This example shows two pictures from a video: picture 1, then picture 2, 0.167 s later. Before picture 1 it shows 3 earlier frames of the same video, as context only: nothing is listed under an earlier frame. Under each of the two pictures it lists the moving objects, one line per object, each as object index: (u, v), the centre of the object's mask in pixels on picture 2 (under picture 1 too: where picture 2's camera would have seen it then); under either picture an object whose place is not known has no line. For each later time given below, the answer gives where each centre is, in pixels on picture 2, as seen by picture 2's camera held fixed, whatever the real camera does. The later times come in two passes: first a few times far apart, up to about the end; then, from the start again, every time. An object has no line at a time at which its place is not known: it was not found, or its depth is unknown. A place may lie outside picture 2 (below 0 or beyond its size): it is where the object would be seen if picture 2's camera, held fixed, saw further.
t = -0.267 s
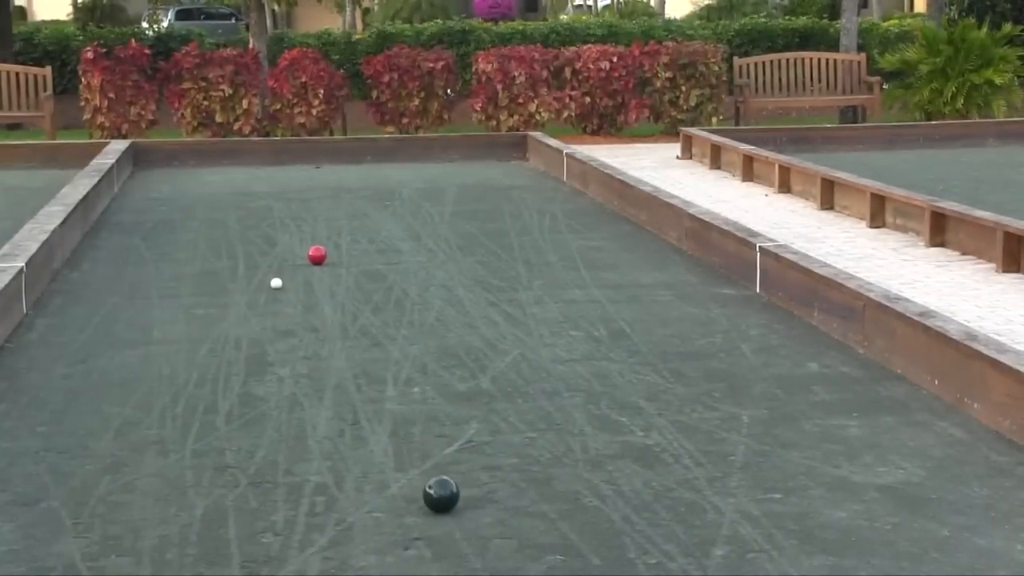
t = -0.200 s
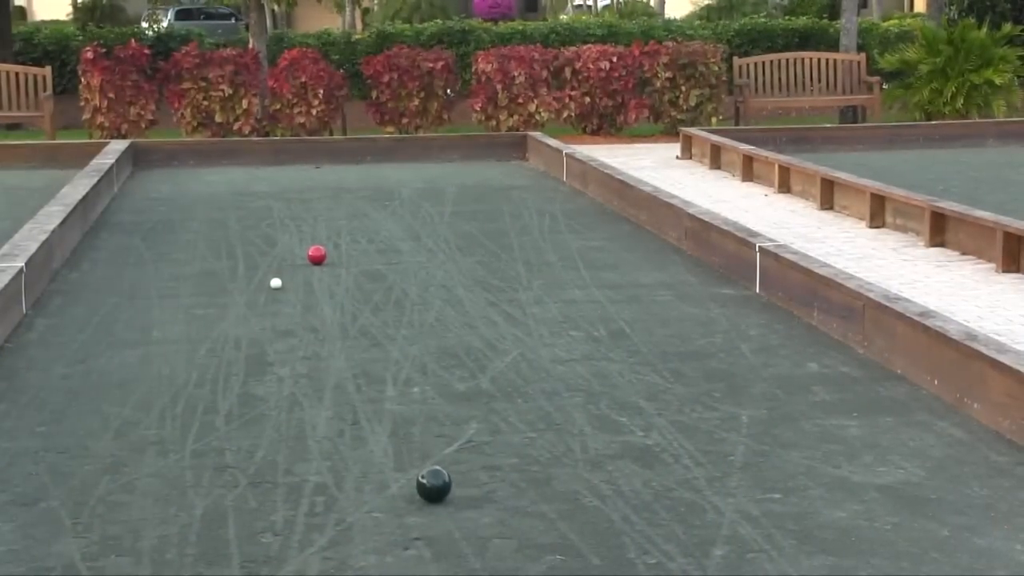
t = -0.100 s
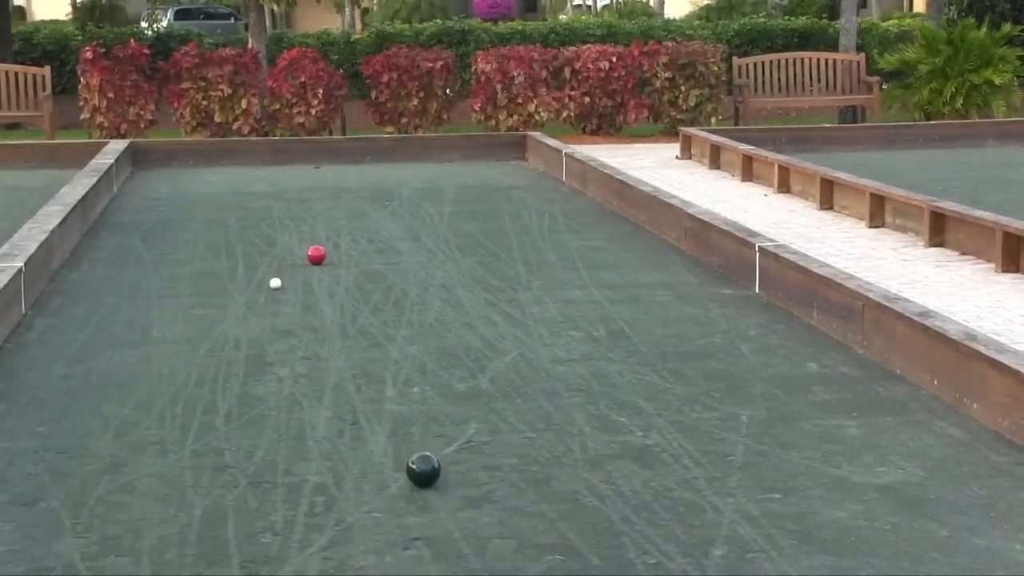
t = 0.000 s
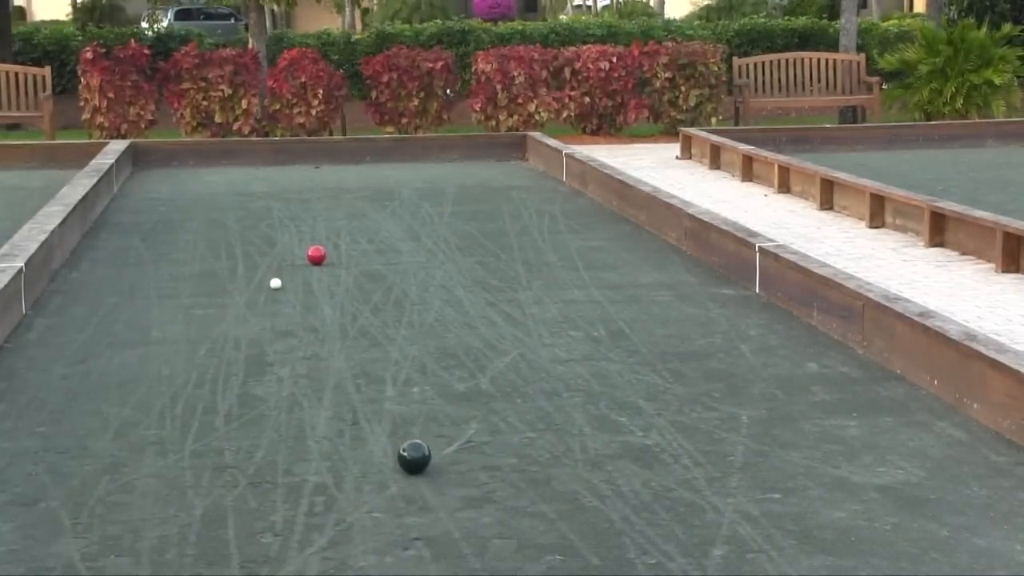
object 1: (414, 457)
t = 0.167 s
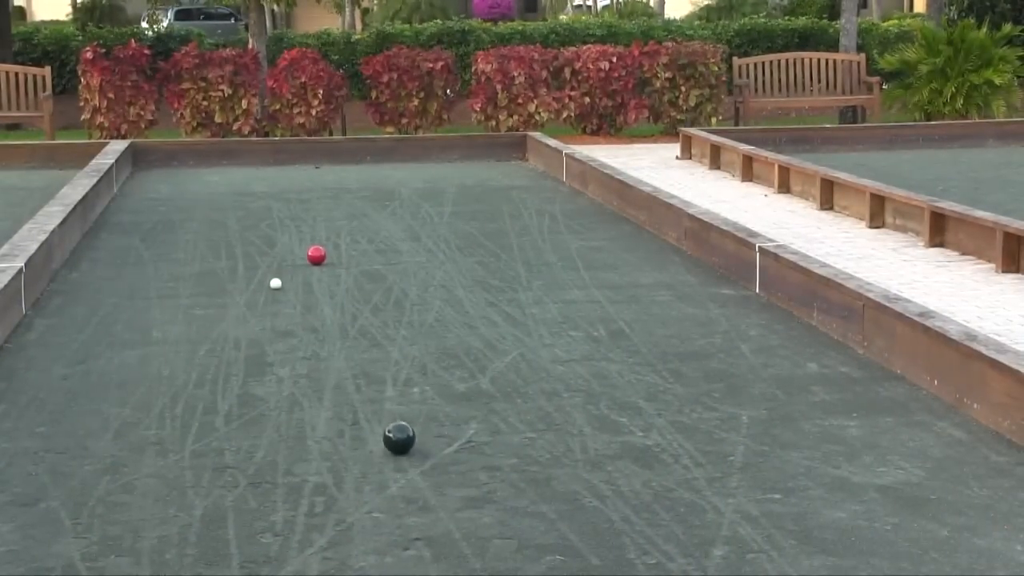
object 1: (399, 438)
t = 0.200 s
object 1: (396, 434)
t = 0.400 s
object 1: (380, 415)
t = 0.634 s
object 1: (363, 395)
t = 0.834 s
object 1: (352, 380)
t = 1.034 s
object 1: (342, 367)
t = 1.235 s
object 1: (335, 356)
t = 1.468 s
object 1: (329, 344)
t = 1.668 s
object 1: (324, 334)
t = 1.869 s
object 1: (320, 326)
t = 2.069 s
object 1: (317, 319)
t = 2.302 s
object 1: (313, 312)
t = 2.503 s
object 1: (311, 306)
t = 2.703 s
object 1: (309, 301)
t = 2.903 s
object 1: (306, 296)
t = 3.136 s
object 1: (303, 291)
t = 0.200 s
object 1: (396, 434)
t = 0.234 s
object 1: (393, 431)
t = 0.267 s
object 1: (391, 428)
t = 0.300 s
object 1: (388, 425)
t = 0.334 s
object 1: (385, 421)
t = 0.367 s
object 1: (382, 418)
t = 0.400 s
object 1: (380, 415)
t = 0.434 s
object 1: (377, 412)
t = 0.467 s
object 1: (375, 409)
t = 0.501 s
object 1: (372, 406)
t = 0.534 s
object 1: (370, 403)
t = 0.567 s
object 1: (368, 400)
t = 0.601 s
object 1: (365, 398)
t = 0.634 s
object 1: (363, 395)
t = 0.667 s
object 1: (361, 392)
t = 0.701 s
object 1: (359, 390)
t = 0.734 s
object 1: (357, 387)
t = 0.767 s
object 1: (355, 385)
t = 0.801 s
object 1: (354, 383)
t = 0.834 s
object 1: (352, 380)
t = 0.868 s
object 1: (350, 378)
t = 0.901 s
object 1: (348, 376)
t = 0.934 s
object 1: (347, 374)
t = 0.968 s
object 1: (345, 372)
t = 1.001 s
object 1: (344, 369)
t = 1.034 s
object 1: (342, 367)
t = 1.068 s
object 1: (341, 365)
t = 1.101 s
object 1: (340, 363)
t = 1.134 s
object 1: (339, 361)
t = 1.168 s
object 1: (338, 359)
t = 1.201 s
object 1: (337, 357)
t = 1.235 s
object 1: (335, 356)
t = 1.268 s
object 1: (334, 354)
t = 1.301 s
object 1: (334, 352)
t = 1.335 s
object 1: (332, 350)
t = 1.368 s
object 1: (332, 349)
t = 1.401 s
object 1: (331, 347)
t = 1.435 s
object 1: (330, 345)
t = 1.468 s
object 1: (329, 344)
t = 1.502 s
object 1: (328, 342)
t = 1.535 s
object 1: (327, 341)
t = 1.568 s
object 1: (327, 339)
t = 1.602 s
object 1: (325, 338)
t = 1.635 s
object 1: (325, 336)
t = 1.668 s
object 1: (324, 334)
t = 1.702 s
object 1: (323, 333)
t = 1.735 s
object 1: (323, 331)
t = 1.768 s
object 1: (322, 330)
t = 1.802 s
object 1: (322, 329)
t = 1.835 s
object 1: (321, 328)
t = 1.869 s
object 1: (320, 326)
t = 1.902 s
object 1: (320, 325)
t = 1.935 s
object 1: (319, 324)
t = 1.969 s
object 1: (318, 323)
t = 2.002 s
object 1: (318, 322)
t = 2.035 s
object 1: (317, 320)
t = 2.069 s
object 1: (317, 319)
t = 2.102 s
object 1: (316, 318)
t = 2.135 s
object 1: (316, 317)
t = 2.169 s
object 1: (315, 316)
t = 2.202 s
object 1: (315, 315)
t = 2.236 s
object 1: (314, 314)
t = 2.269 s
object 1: (314, 313)
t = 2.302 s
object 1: (313, 312)
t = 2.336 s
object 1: (313, 311)
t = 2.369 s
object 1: (313, 309)
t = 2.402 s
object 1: (312, 309)
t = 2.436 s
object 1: (312, 308)
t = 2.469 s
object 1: (312, 306)
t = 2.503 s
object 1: (311, 306)
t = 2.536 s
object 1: (310, 305)
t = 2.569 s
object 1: (310, 304)
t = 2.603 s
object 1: (310, 303)
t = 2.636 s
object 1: (309, 302)
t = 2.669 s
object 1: (309, 301)
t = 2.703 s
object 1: (309, 301)
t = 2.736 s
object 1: (308, 300)
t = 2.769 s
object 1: (308, 299)
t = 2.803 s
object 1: (307, 298)
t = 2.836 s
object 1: (307, 297)
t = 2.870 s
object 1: (306, 297)
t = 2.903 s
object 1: (306, 296)
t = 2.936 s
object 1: (305, 295)
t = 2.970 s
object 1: (305, 295)
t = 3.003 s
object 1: (304, 294)
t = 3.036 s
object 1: (304, 293)
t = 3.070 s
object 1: (304, 293)
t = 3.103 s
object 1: (303, 292)
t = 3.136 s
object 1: (303, 291)
